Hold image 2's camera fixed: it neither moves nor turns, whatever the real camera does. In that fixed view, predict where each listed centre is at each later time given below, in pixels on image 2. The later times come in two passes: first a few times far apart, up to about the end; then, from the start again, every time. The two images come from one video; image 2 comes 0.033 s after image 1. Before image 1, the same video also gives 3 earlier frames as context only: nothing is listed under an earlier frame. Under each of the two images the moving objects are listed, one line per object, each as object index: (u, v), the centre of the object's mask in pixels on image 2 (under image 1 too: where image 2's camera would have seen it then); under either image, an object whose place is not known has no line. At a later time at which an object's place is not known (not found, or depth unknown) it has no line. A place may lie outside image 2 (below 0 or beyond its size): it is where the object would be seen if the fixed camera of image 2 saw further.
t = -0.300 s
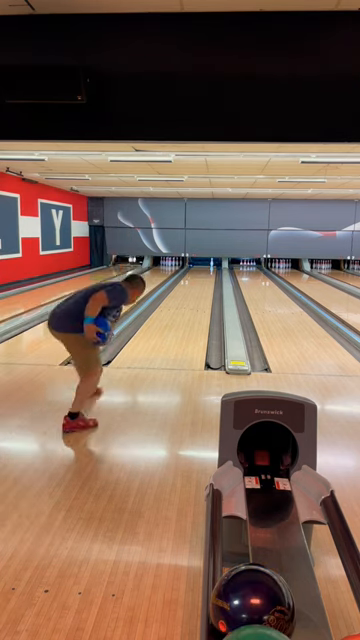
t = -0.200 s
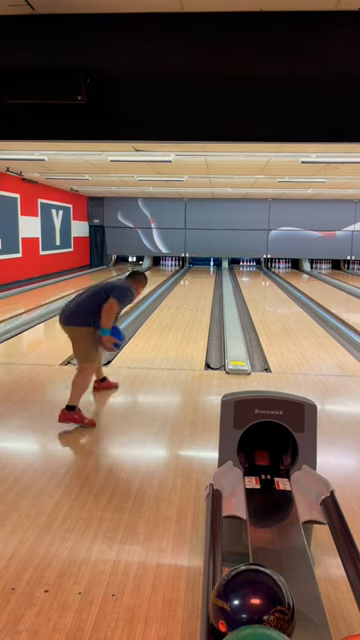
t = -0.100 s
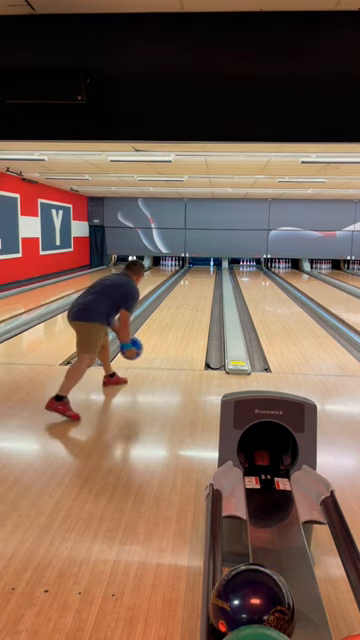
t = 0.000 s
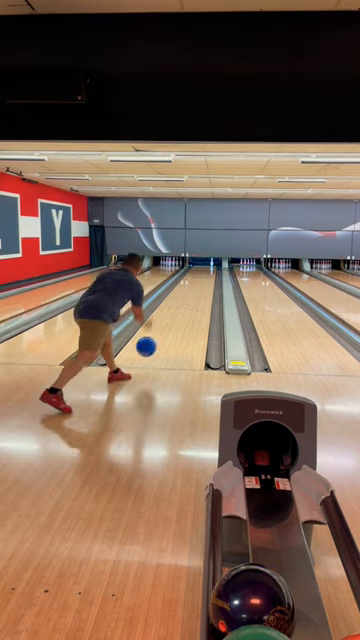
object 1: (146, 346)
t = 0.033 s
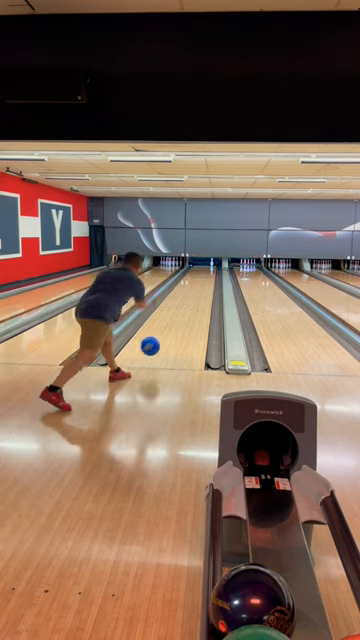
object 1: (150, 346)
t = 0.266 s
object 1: (170, 333)
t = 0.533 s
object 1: (184, 314)
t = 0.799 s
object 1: (193, 301)
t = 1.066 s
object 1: (198, 292)
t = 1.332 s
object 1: (202, 284)
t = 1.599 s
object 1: (205, 279)
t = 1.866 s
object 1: (207, 276)
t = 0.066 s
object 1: (154, 346)
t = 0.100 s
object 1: (157, 348)
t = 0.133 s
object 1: (160, 347)
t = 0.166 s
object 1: (163, 342)
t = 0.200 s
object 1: (165, 339)
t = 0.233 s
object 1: (168, 336)
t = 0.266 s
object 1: (170, 333)
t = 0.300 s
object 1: (173, 330)
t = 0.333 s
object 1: (174, 327)
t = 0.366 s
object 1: (176, 325)
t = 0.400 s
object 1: (178, 322)
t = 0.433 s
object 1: (180, 320)
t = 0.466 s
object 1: (181, 318)
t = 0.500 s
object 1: (183, 316)
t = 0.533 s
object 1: (184, 314)
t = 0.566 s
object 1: (185, 312)
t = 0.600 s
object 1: (187, 310)
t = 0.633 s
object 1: (188, 308)
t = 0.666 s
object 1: (189, 307)
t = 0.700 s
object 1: (190, 305)
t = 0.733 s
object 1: (191, 304)
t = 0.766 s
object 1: (192, 302)
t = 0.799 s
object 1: (193, 301)
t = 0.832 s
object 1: (193, 300)
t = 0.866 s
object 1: (194, 299)
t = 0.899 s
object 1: (195, 297)
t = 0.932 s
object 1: (196, 296)
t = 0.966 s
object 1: (196, 295)
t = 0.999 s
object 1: (197, 294)
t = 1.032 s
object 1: (197, 293)
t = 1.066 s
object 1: (198, 292)
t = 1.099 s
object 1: (199, 291)
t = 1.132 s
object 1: (200, 289)
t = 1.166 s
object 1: (200, 288)
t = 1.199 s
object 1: (201, 288)
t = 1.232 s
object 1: (201, 286)
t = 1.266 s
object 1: (202, 286)
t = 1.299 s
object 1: (202, 285)
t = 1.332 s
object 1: (202, 284)
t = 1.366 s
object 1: (203, 283)
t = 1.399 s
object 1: (203, 283)
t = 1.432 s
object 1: (204, 283)
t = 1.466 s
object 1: (204, 282)
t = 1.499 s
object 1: (204, 281)
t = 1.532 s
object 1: (205, 281)
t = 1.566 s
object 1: (205, 280)
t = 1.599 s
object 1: (205, 279)
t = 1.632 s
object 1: (205, 278)
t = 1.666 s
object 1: (206, 278)
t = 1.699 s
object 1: (206, 277)
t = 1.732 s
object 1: (206, 277)
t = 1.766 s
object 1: (206, 277)
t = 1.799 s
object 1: (207, 276)
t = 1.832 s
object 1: (207, 275)
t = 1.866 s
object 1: (207, 276)
